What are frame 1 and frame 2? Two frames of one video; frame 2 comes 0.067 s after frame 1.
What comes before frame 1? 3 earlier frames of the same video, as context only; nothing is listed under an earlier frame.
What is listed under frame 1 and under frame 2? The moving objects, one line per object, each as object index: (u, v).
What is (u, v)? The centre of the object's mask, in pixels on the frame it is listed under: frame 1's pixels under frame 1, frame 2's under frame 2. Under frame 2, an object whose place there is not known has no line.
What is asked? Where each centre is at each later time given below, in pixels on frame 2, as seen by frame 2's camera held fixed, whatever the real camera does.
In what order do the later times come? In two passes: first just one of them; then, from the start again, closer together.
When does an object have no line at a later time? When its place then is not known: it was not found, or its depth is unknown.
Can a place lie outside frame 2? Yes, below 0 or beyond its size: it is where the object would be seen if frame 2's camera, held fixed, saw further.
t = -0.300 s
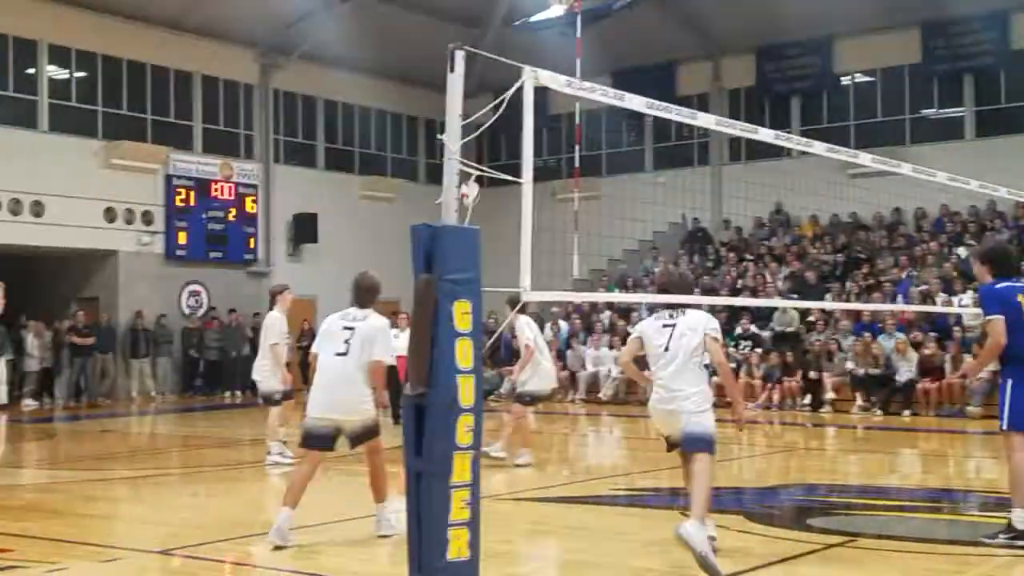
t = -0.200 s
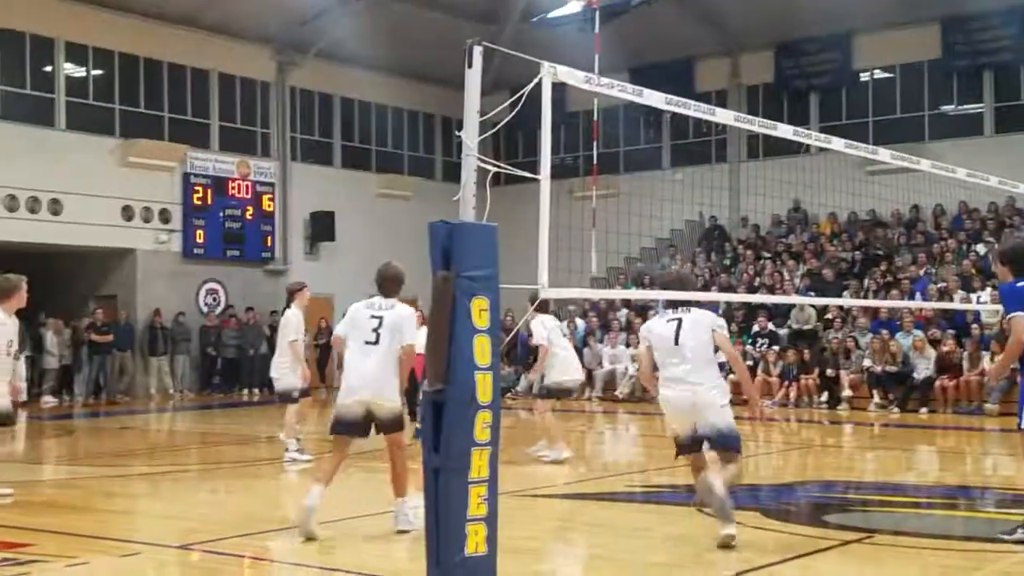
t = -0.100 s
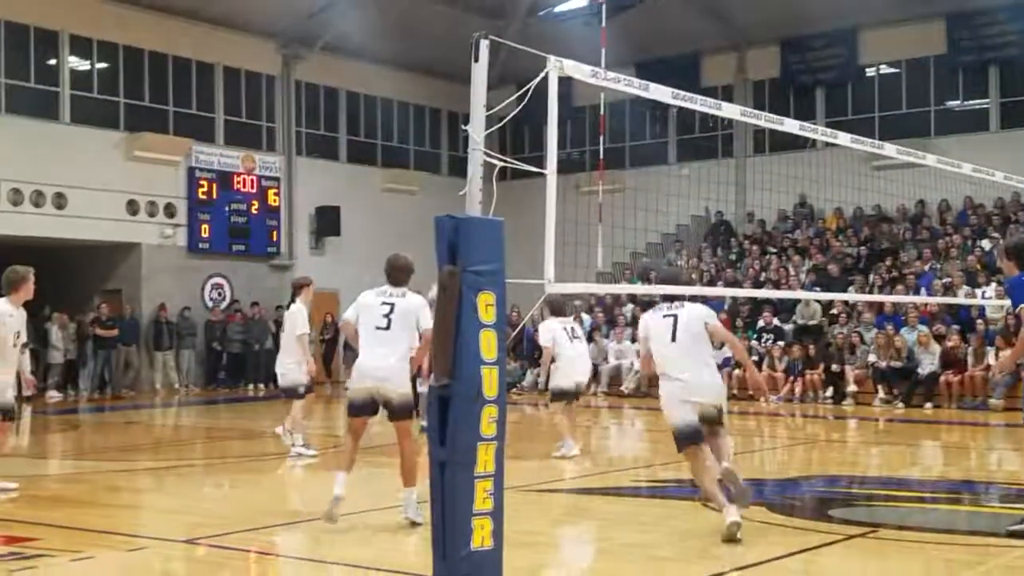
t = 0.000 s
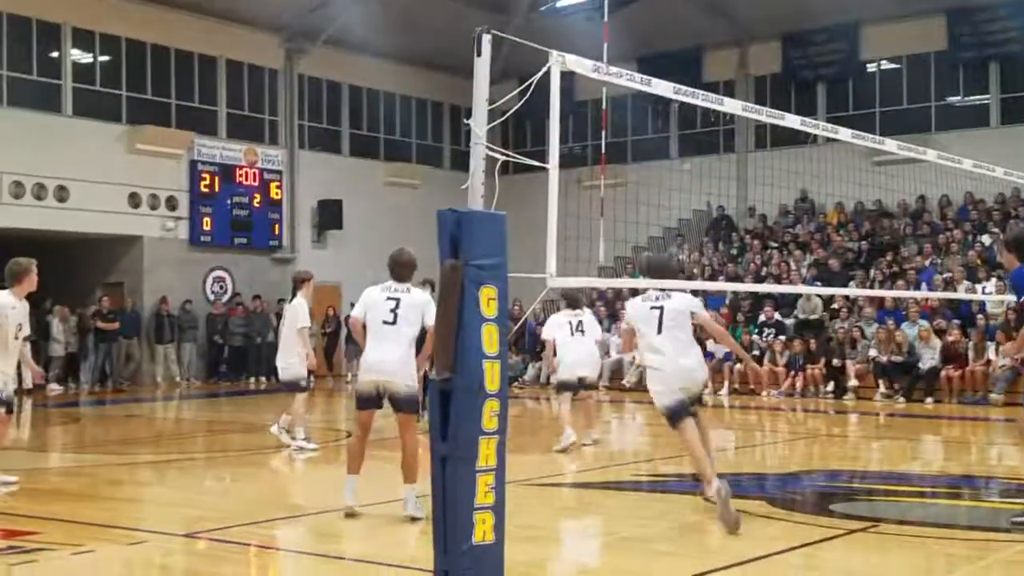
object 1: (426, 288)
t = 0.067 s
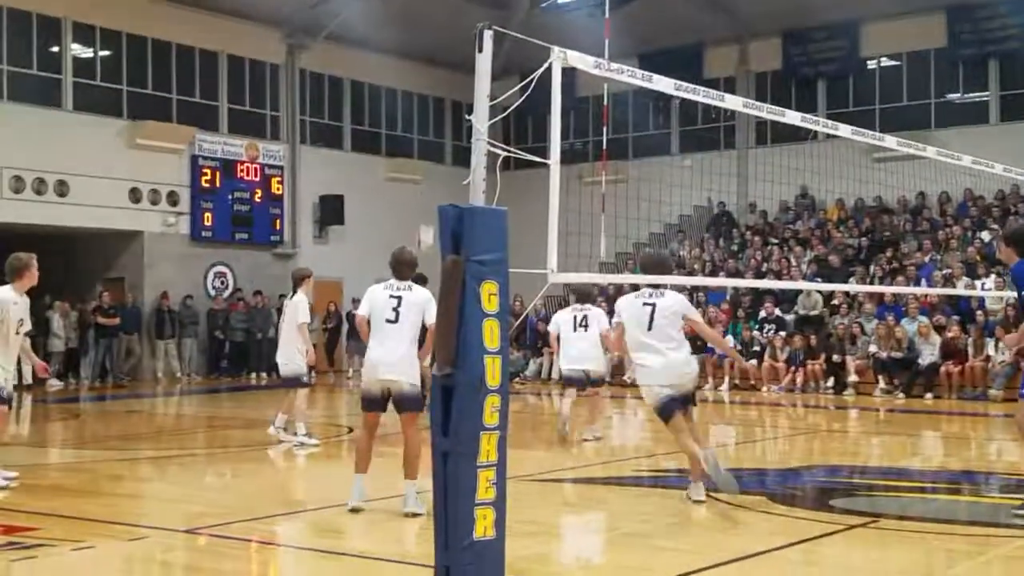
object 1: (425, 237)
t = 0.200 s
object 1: (432, 135)
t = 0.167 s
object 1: (431, 159)
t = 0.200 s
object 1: (432, 135)
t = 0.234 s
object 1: (433, 111)
